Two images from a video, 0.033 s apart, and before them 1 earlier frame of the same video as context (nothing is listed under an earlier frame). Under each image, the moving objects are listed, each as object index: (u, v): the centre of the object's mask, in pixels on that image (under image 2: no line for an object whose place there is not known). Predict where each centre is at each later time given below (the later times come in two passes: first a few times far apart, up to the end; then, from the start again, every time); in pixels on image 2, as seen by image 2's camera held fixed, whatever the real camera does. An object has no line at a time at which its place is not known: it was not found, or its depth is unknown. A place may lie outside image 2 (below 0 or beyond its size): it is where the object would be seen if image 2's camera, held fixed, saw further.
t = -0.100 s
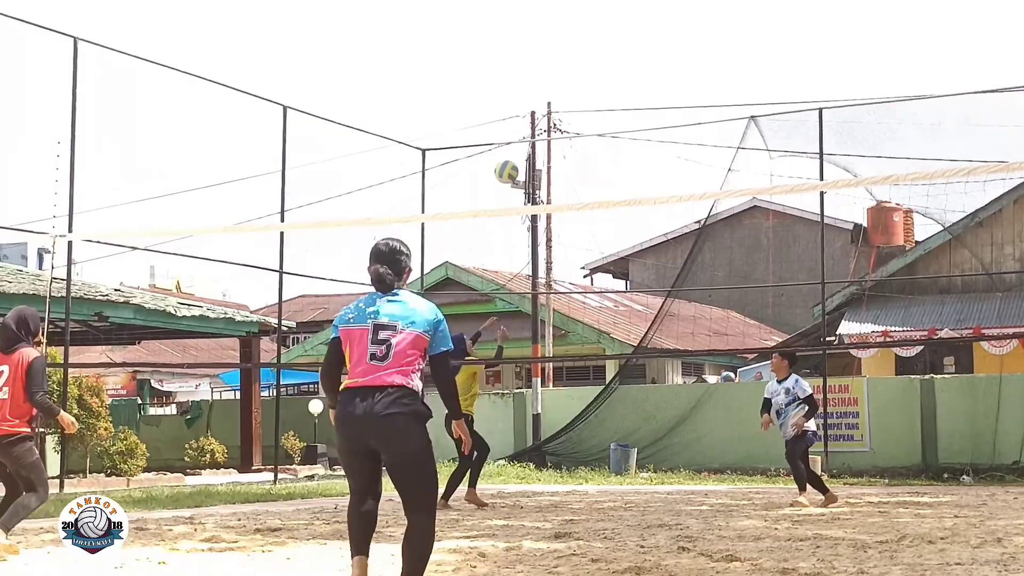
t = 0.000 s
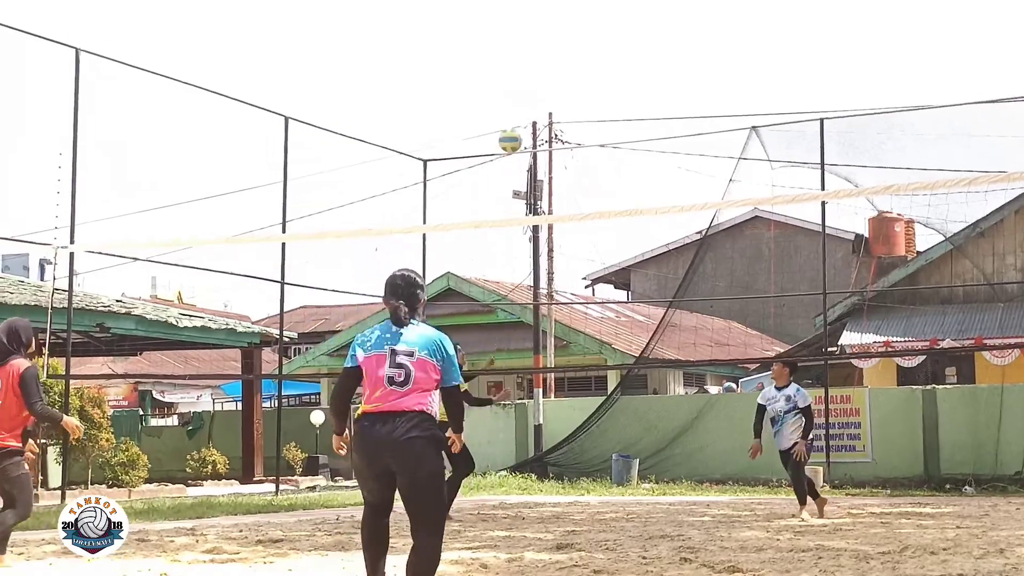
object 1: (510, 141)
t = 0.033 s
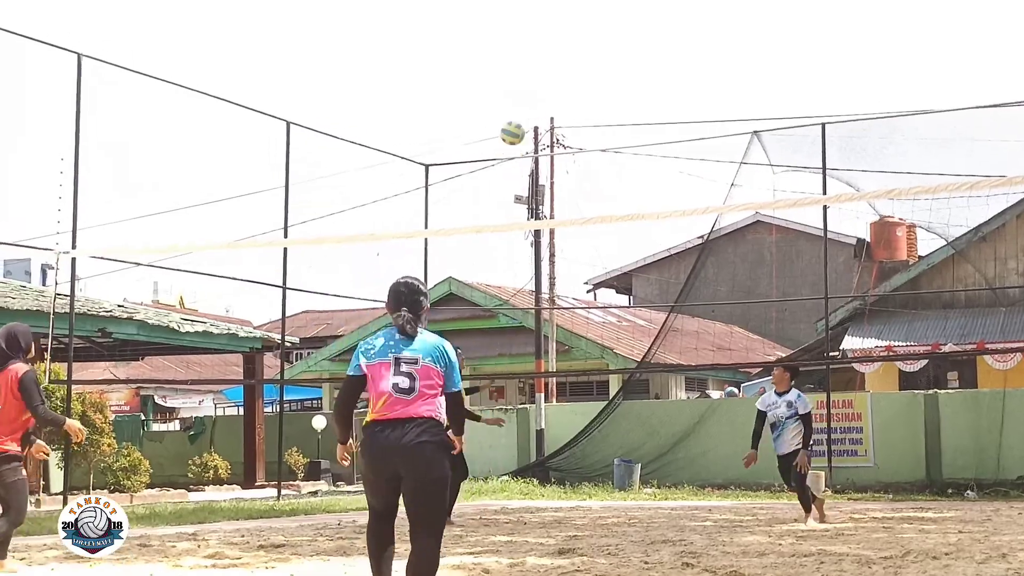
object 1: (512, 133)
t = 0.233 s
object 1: (516, 85)
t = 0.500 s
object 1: (523, 89)
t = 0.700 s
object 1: (530, 150)
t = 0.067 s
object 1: (513, 123)
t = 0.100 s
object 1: (514, 113)
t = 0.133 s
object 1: (514, 105)
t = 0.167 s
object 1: (514, 98)
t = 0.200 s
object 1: (515, 91)
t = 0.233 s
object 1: (516, 85)
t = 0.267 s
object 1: (517, 81)
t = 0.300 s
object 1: (517, 78)
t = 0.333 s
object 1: (518, 77)
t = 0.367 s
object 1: (519, 76)
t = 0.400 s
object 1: (520, 78)
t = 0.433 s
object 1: (521, 80)
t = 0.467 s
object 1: (522, 84)
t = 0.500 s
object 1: (523, 89)
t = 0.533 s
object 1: (524, 96)
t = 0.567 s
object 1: (525, 104)
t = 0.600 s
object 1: (526, 113)
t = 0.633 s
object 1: (528, 125)
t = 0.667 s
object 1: (529, 137)
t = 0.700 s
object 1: (530, 150)
